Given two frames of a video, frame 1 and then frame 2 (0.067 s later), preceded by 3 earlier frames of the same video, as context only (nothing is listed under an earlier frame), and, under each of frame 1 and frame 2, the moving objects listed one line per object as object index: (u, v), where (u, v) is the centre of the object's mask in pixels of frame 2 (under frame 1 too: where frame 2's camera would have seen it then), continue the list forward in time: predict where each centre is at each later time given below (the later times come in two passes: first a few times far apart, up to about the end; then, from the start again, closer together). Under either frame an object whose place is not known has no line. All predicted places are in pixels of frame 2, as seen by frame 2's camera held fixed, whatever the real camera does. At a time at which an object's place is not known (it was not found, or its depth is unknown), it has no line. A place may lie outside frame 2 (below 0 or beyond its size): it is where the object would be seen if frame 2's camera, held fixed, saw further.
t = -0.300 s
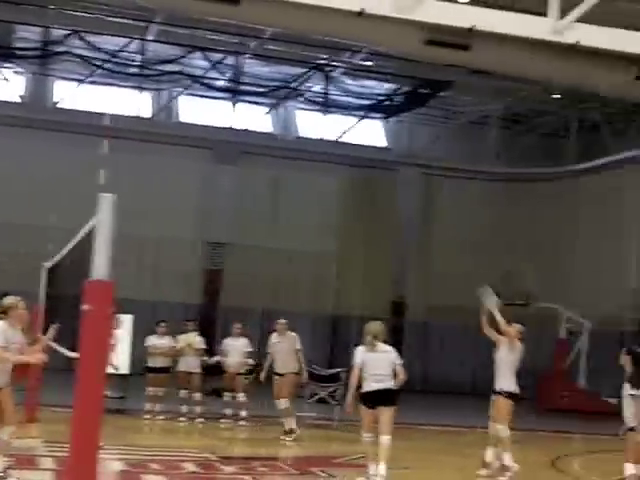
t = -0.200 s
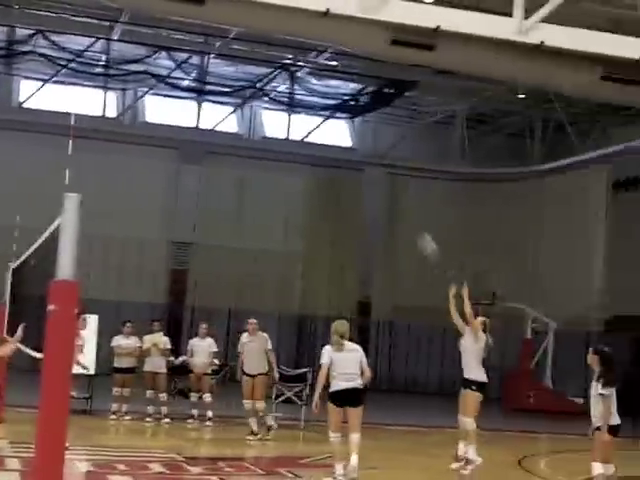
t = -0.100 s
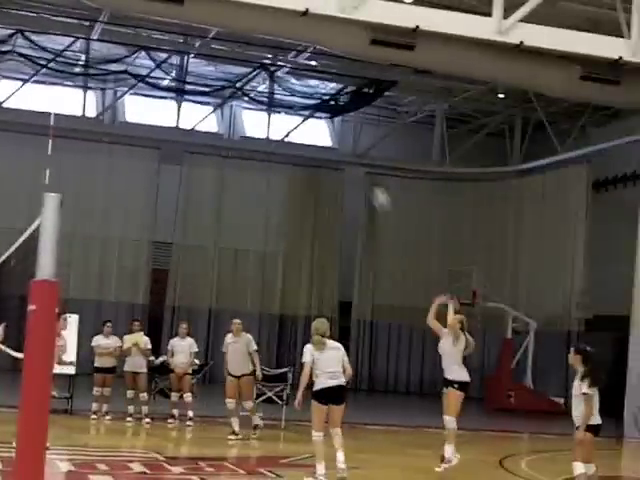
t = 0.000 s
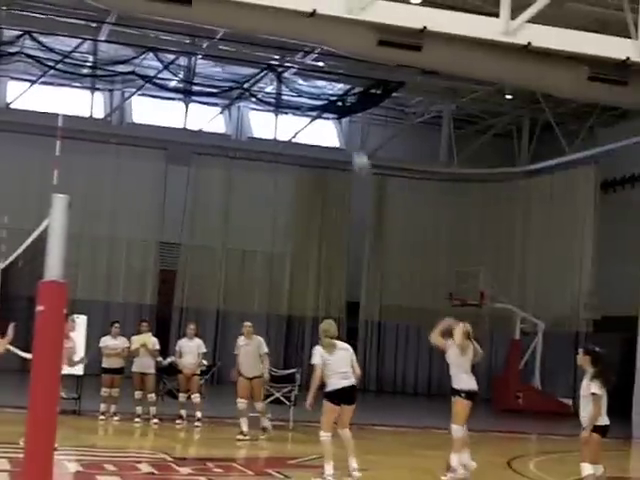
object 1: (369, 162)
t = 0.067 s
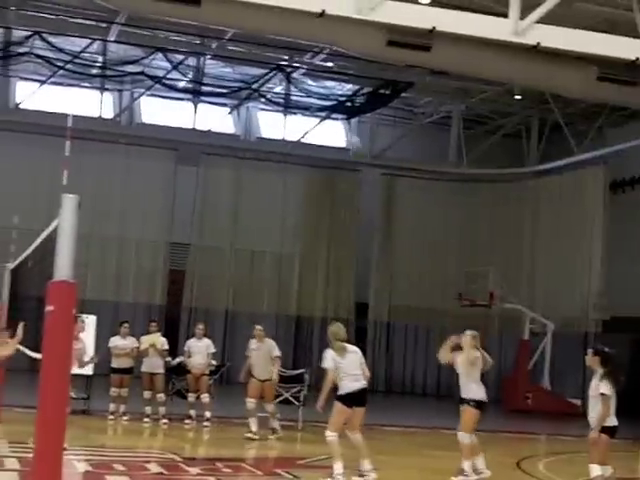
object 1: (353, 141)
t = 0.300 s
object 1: (288, 98)
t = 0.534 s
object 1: (224, 95)
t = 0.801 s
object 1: (146, 149)
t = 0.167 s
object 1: (324, 116)
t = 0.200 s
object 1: (315, 110)
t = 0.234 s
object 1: (306, 107)
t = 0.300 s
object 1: (288, 98)
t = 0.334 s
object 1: (275, 93)
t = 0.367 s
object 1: (268, 94)
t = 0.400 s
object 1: (259, 92)
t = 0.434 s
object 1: (250, 93)
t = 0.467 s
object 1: (241, 92)
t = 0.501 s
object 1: (231, 95)
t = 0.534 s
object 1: (224, 95)
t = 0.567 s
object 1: (211, 100)
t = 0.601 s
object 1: (203, 104)
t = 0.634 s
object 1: (194, 111)
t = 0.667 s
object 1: (185, 117)
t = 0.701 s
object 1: (173, 128)
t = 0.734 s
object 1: (164, 134)
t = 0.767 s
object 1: (155, 140)
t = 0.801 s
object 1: (146, 149)
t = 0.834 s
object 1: (136, 159)
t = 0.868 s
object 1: (125, 171)
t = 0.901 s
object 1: (115, 184)
